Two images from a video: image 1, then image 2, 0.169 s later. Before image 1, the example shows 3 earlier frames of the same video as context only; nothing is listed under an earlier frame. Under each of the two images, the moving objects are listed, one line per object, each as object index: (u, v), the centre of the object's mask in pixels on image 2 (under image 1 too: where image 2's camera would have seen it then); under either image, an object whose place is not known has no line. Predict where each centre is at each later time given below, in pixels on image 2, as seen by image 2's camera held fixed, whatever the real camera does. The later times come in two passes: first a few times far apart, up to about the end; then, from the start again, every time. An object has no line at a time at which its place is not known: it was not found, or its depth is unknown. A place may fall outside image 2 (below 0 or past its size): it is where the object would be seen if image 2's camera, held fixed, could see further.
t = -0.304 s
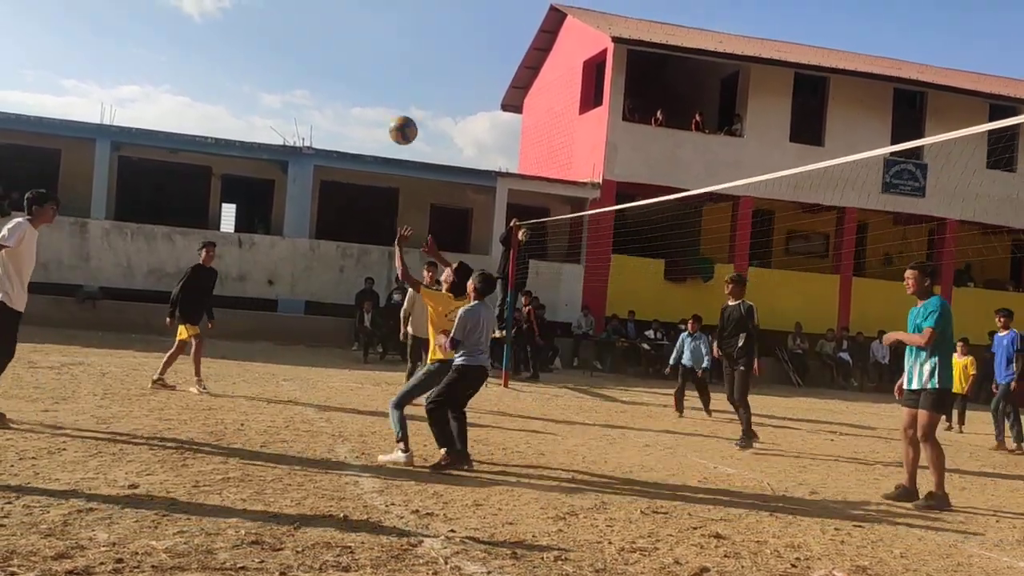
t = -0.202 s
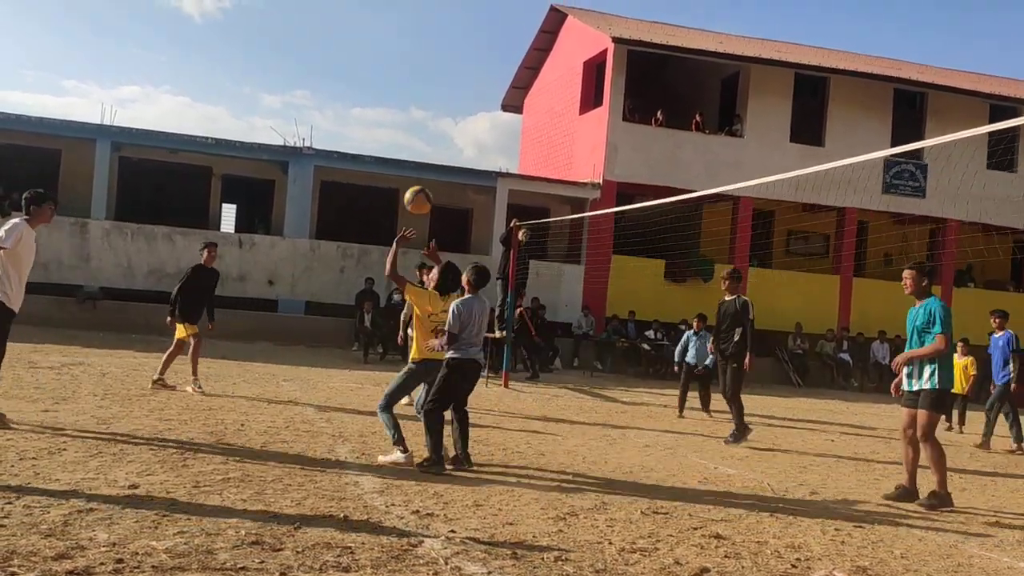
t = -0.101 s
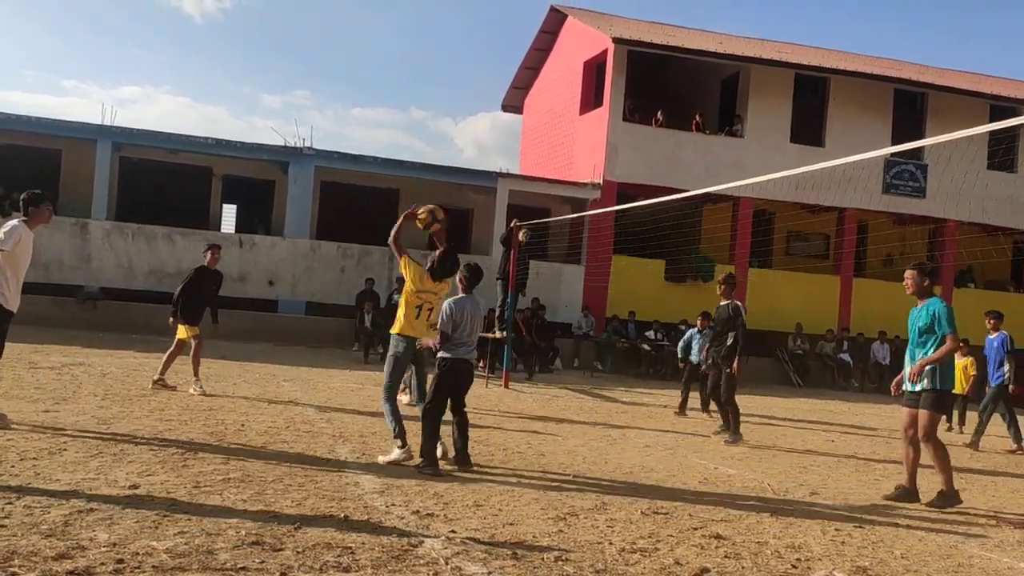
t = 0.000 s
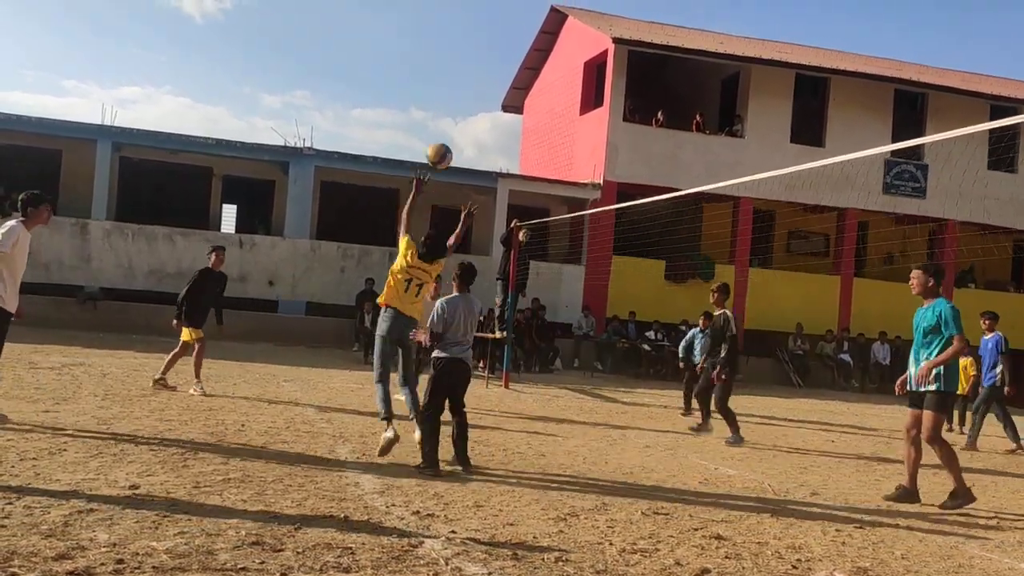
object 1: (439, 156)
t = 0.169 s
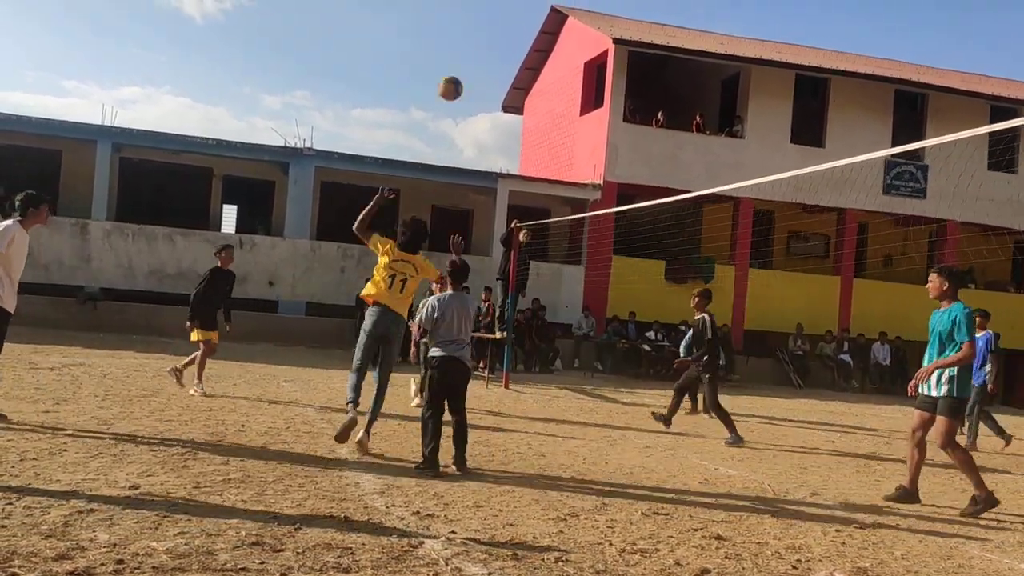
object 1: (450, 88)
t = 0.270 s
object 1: (454, 66)
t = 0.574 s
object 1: (460, 69)
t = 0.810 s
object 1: (459, 127)
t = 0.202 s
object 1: (452, 80)
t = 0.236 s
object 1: (453, 72)
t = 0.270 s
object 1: (454, 66)
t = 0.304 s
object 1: (456, 62)
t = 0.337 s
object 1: (456, 59)
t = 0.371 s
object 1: (457, 57)
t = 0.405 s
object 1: (458, 56)
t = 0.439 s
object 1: (459, 57)
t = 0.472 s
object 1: (459, 58)
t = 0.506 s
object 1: (459, 60)
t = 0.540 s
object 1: (460, 64)
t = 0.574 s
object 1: (460, 69)
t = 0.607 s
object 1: (460, 74)
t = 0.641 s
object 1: (460, 81)
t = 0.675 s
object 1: (460, 88)
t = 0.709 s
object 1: (460, 97)
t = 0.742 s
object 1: (460, 106)
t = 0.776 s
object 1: (459, 116)
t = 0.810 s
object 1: (459, 127)
